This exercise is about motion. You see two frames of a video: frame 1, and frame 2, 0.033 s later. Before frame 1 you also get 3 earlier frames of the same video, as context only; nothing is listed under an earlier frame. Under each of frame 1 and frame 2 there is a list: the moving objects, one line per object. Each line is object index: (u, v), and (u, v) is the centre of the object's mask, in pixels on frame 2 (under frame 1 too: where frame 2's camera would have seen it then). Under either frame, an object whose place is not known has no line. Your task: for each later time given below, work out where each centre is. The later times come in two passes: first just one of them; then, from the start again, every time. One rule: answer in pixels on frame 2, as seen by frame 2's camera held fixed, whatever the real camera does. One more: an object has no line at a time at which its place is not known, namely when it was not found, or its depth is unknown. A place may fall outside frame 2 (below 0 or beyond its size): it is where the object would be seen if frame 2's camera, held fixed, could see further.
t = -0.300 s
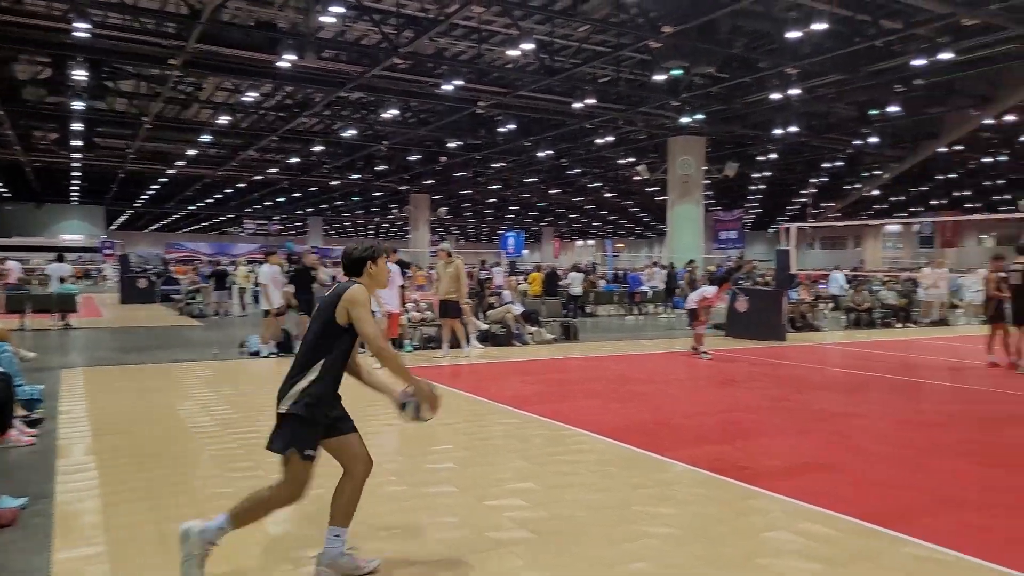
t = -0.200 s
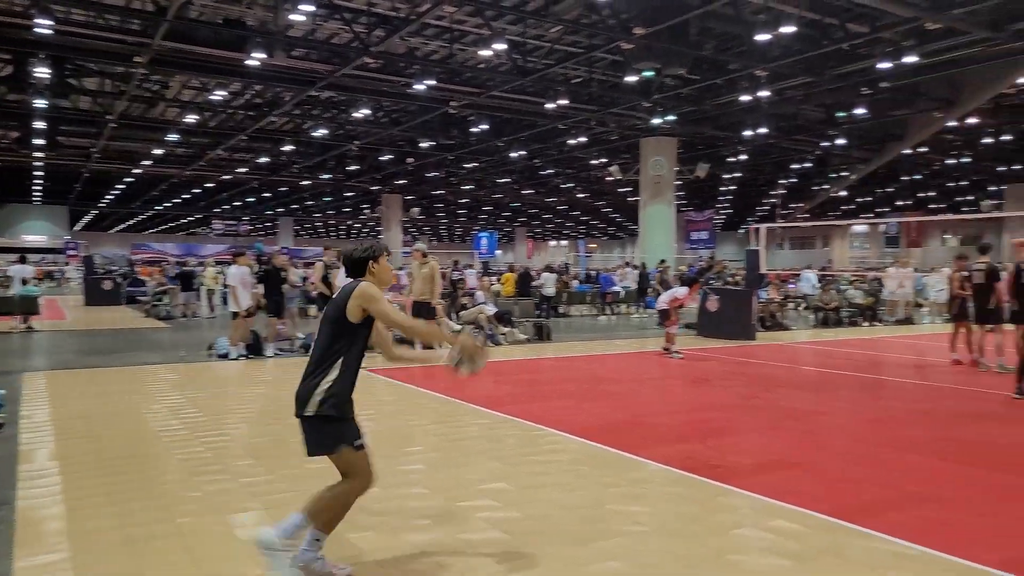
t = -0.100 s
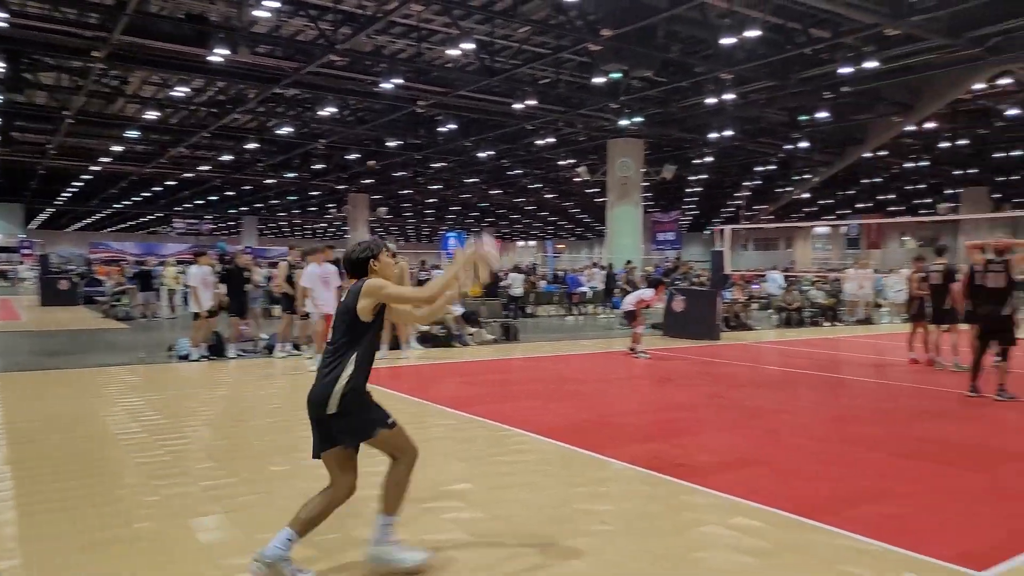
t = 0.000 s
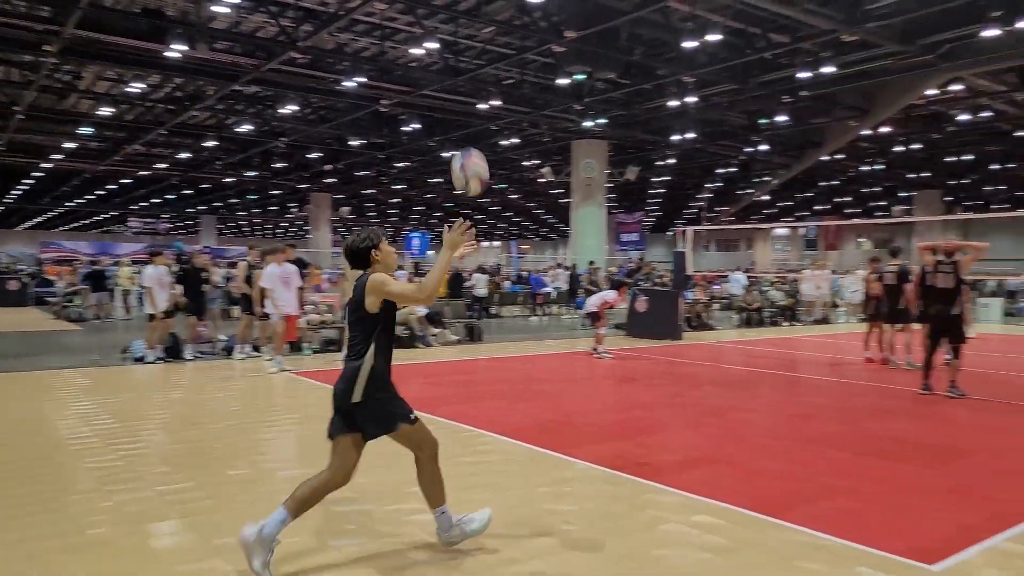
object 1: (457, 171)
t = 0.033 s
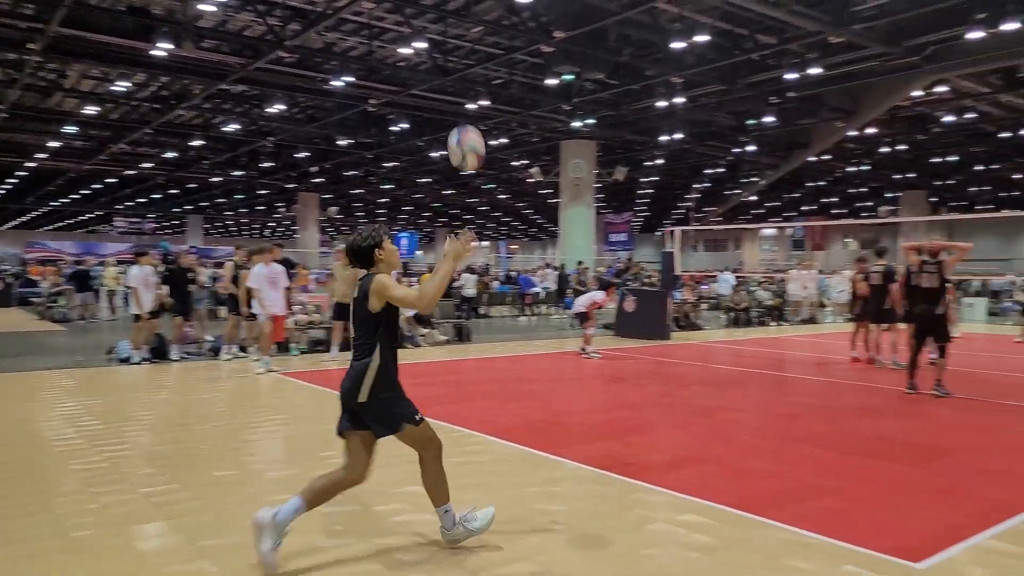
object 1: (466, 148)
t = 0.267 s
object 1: (513, 46)
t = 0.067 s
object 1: (474, 127)
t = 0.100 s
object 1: (481, 108)
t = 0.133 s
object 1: (488, 91)
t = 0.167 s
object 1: (494, 77)
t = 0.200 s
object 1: (501, 64)
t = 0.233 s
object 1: (507, 54)
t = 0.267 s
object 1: (513, 46)
